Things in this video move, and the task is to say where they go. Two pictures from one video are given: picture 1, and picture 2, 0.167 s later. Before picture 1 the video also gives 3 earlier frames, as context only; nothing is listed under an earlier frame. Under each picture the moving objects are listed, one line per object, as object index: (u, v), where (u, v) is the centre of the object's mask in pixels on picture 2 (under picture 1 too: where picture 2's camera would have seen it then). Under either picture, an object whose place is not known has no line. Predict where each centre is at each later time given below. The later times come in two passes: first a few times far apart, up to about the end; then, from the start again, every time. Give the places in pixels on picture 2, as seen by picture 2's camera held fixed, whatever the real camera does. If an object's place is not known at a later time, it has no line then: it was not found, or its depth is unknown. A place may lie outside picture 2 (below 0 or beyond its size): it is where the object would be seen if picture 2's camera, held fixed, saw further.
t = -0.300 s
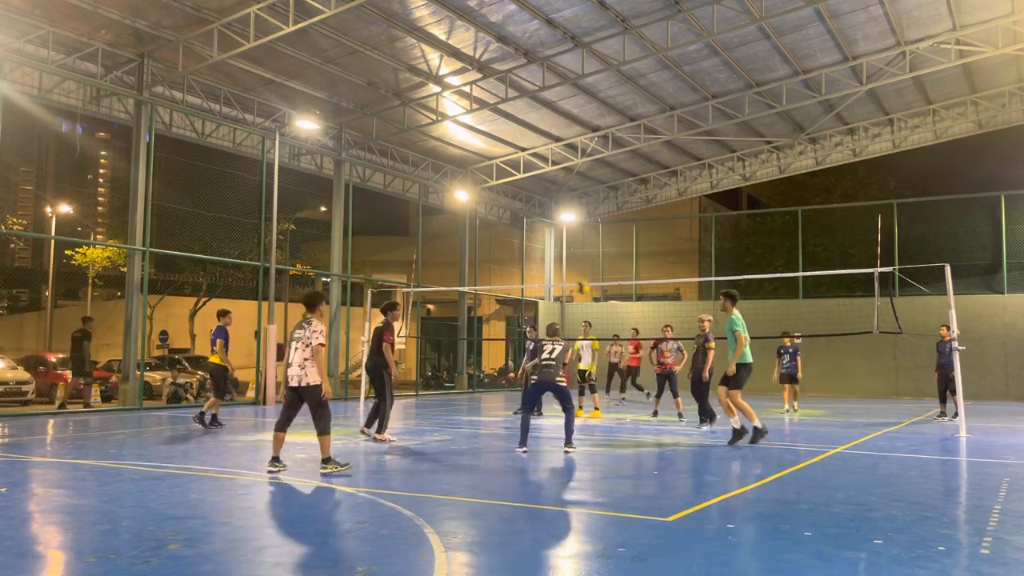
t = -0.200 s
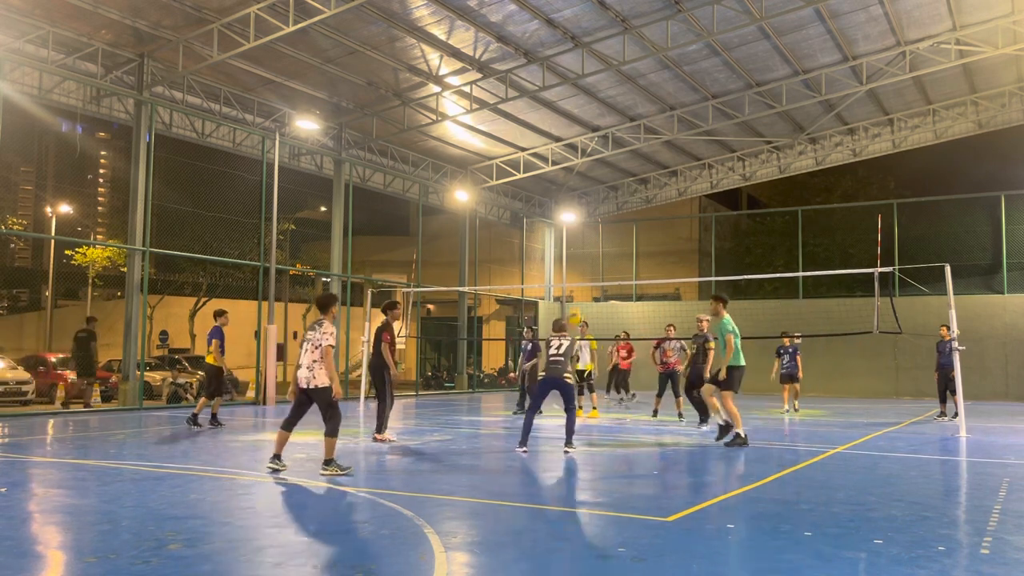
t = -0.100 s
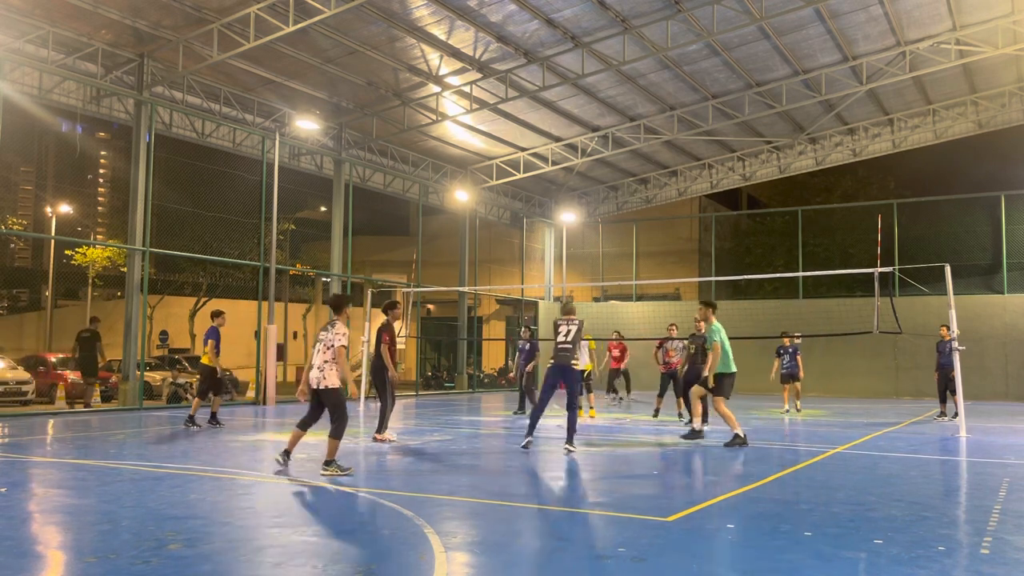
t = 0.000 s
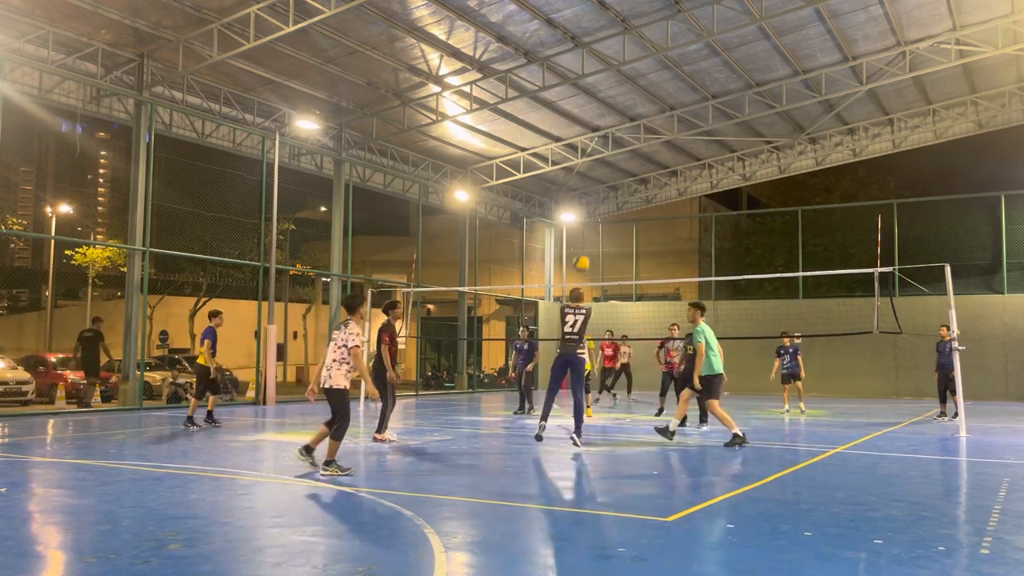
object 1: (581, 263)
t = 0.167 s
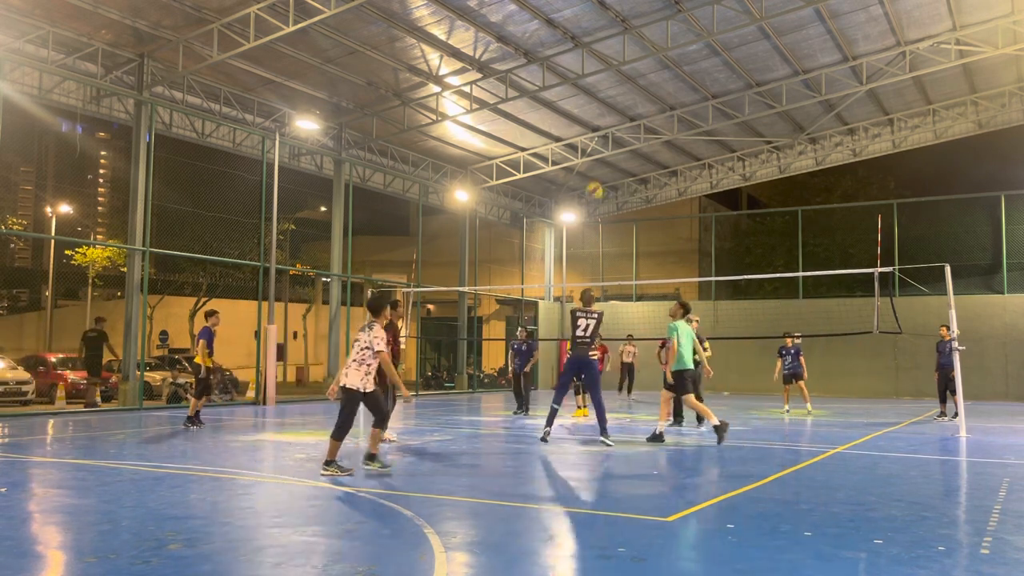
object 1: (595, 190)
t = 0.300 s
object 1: (605, 149)
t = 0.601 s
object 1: (625, 110)
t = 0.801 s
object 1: (638, 121)
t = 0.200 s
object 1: (596, 179)
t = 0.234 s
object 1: (599, 168)
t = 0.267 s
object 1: (601, 159)
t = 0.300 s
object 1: (605, 149)
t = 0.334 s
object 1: (606, 141)
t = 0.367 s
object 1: (609, 135)
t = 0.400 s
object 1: (611, 128)
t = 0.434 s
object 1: (614, 124)
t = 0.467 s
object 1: (616, 118)
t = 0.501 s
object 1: (618, 116)
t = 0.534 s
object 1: (621, 112)
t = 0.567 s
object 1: (623, 110)
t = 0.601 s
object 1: (625, 110)
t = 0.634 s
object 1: (627, 110)
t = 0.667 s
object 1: (630, 111)
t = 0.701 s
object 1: (631, 112)
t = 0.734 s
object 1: (634, 114)
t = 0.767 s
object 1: (636, 117)
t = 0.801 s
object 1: (638, 121)
